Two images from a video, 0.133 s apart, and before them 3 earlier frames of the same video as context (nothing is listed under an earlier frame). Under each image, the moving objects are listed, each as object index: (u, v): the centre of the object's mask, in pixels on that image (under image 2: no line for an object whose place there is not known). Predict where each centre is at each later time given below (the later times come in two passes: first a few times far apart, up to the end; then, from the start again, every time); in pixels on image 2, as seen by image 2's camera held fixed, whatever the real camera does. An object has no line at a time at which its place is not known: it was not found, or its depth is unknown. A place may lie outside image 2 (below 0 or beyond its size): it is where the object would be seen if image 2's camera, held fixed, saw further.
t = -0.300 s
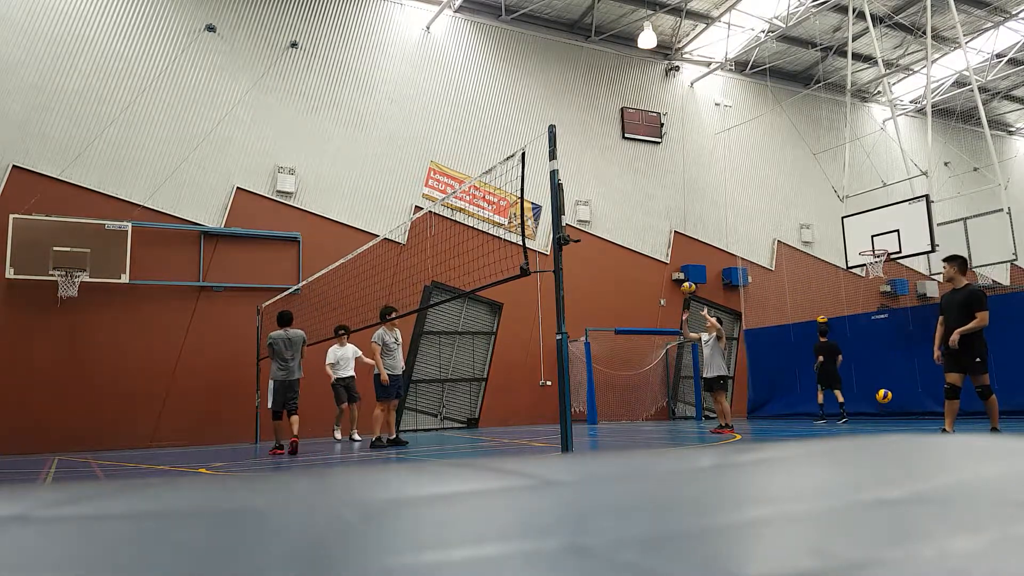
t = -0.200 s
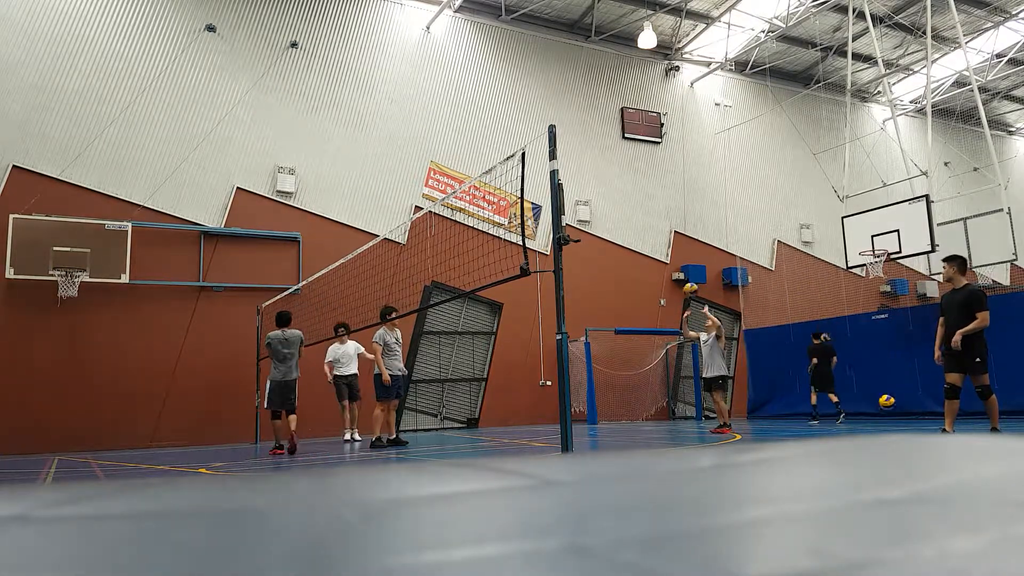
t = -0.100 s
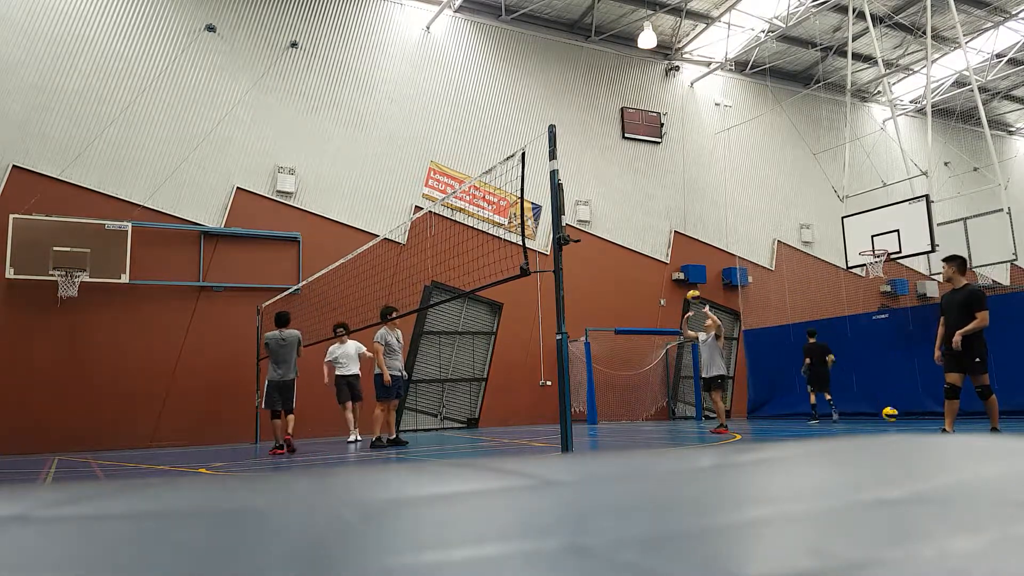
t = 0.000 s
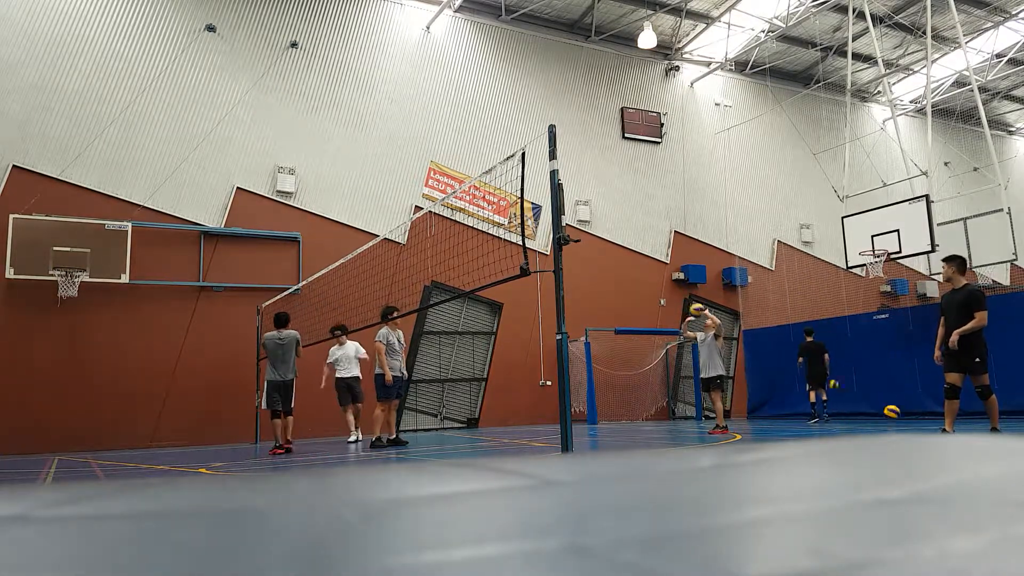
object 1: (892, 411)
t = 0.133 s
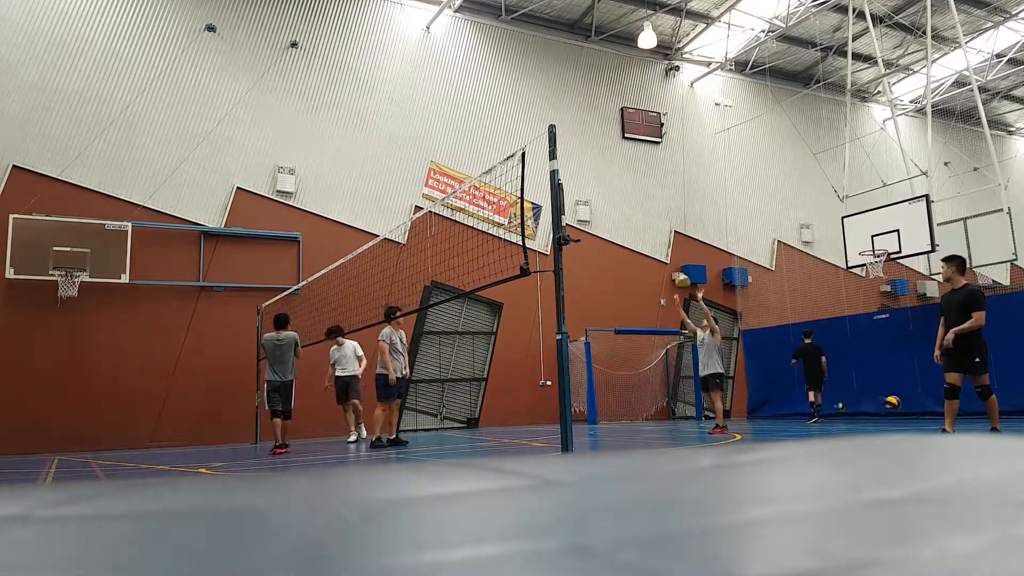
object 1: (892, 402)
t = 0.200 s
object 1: (894, 402)
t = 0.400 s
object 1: (898, 419)
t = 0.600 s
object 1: (900, 406)
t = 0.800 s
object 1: (903, 418)
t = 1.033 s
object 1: (905, 409)
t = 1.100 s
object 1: (906, 412)
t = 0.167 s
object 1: (893, 402)
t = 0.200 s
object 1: (894, 402)
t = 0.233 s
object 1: (894, 403)
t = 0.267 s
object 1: (895, 405)
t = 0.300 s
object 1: (895, 407)
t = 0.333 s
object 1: (896, 410)
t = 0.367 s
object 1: (898, 414)
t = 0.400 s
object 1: (898, 419)
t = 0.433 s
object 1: (898, 416)
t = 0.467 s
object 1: (899, 412)
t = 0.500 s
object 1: (899, 410)
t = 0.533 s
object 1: (899, 408)
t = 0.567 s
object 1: (900, 407)
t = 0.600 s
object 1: (900, 406)
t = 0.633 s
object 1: (900, 406)
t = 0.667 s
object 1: (901, 407)
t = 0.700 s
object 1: (901, 409)
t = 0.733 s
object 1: (902, 411)
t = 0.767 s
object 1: (903, 414)
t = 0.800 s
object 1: (903, 418)
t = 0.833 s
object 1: (903, 417)
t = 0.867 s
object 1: (903, 413)
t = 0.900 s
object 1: (903, 411)
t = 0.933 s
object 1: (904, 409)
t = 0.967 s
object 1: (904, 409)
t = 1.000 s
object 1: (904, 409)
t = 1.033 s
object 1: (905, 409)
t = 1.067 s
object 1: (905, 410)
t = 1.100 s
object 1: (906, 412)
